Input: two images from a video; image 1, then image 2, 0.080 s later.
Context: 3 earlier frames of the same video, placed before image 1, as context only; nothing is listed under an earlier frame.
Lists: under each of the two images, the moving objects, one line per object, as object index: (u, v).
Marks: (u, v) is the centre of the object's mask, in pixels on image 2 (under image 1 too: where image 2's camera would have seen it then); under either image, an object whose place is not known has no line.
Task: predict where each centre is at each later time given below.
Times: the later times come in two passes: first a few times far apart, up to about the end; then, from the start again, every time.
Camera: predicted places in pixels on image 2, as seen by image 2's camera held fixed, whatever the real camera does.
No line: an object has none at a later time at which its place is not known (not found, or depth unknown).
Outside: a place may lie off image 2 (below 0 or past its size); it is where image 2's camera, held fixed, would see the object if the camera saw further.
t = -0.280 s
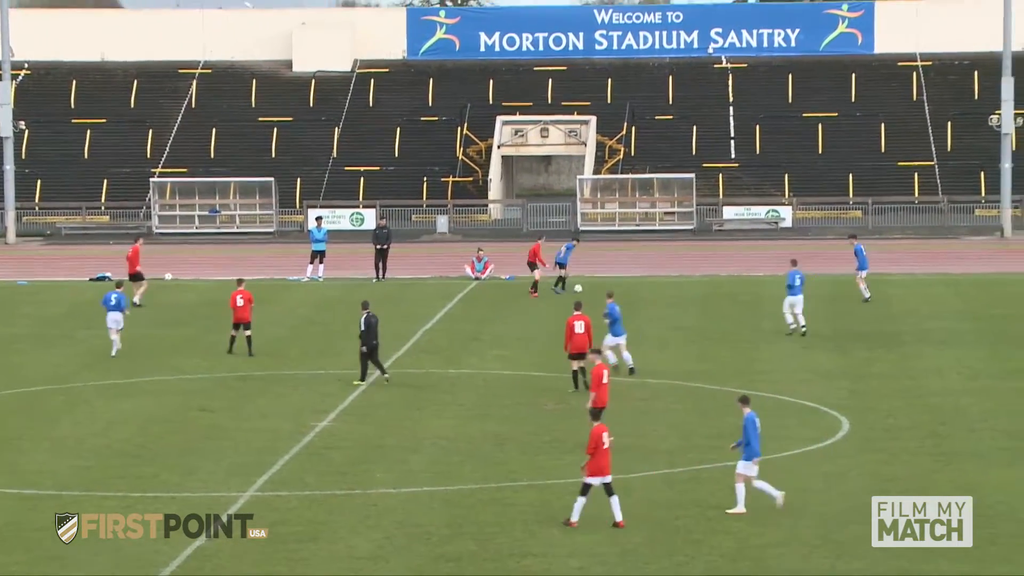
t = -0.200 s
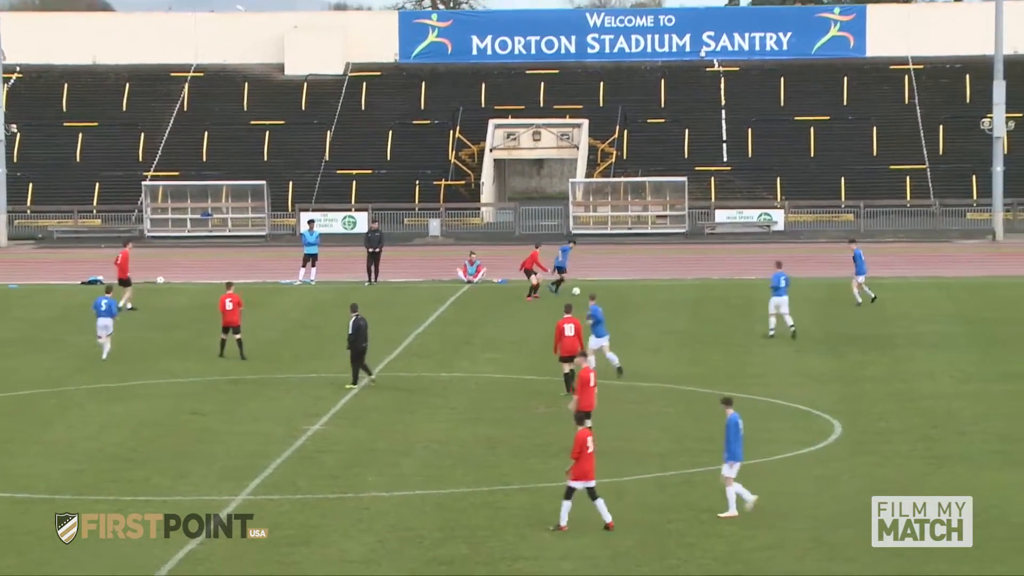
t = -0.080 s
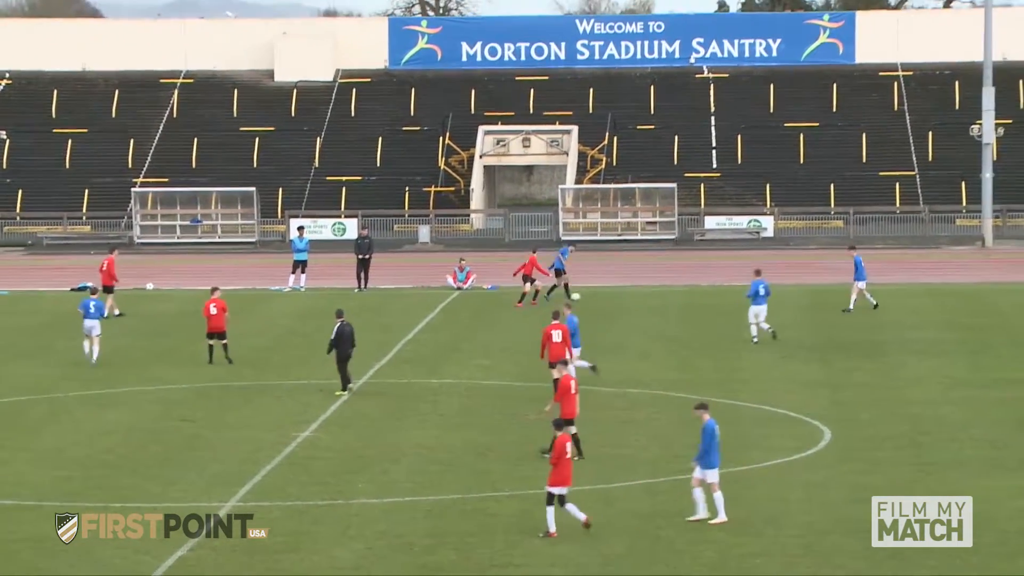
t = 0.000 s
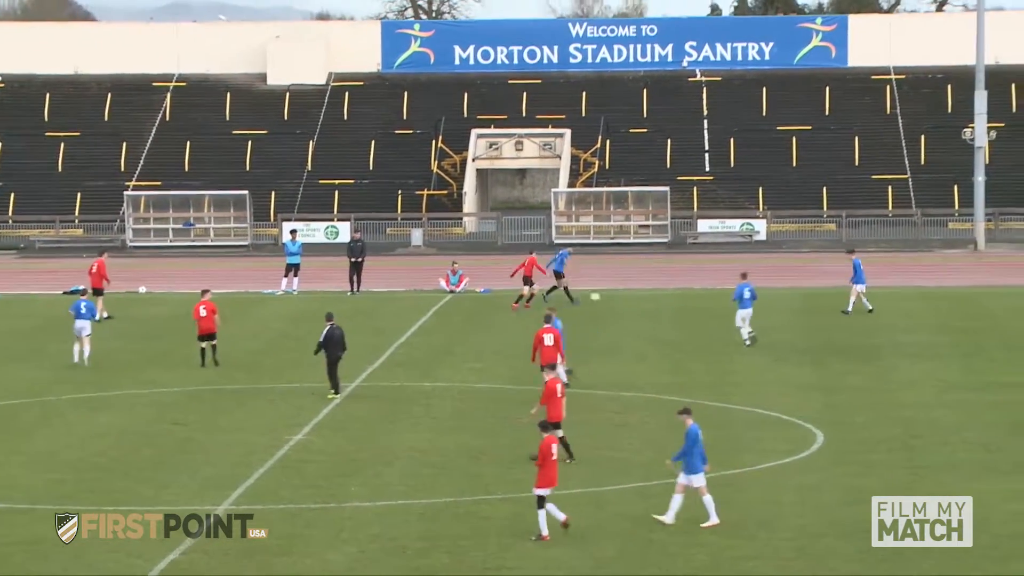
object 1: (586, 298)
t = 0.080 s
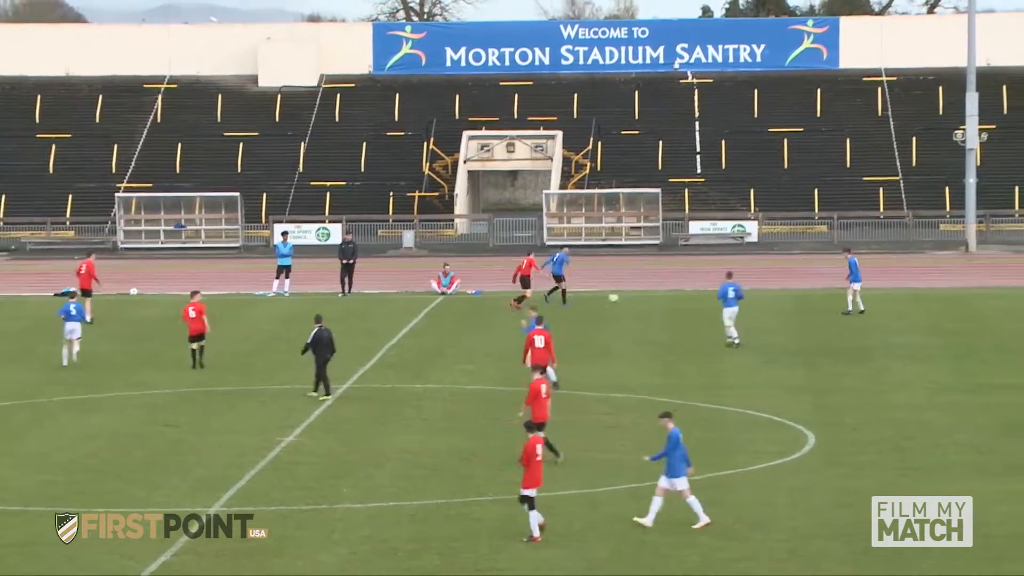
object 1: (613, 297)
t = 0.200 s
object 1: (653, 301)
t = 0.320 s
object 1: (690, 299)
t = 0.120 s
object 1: (626, 298)
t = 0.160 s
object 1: (640, 299)
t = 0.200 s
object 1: (653, 301)
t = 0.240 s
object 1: (666, 302)
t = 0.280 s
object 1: (678, 301)
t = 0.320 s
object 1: (690, 299)
